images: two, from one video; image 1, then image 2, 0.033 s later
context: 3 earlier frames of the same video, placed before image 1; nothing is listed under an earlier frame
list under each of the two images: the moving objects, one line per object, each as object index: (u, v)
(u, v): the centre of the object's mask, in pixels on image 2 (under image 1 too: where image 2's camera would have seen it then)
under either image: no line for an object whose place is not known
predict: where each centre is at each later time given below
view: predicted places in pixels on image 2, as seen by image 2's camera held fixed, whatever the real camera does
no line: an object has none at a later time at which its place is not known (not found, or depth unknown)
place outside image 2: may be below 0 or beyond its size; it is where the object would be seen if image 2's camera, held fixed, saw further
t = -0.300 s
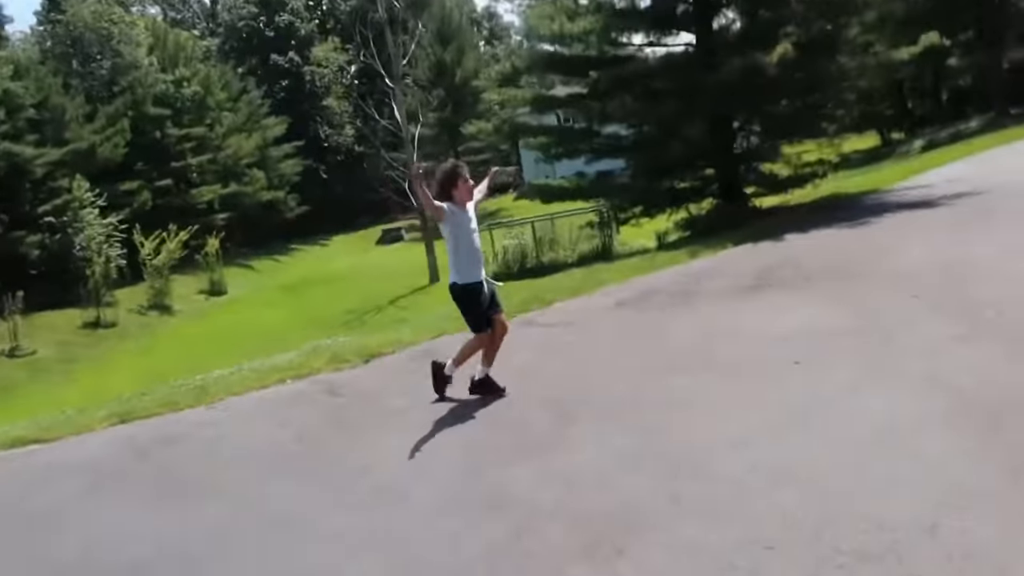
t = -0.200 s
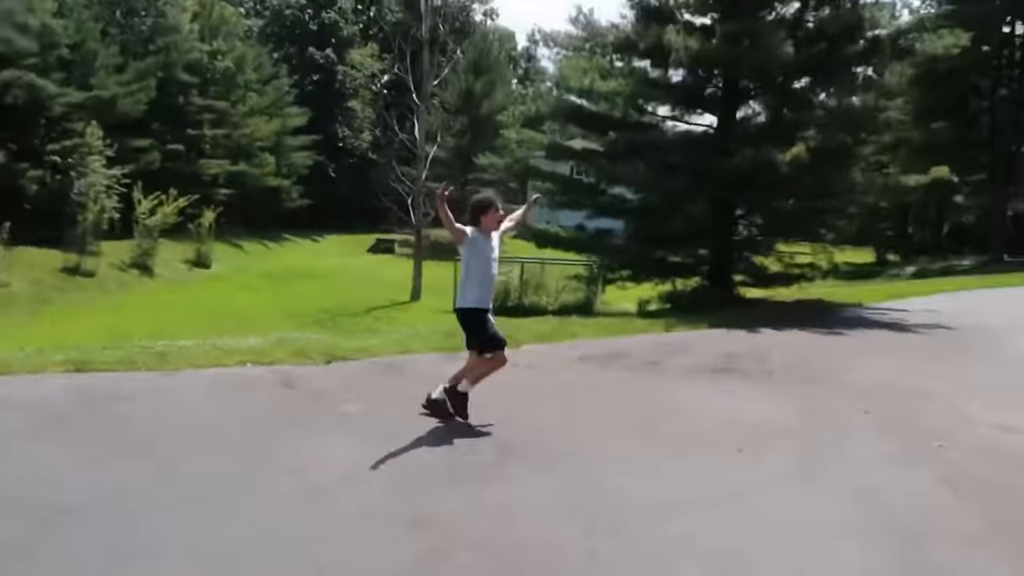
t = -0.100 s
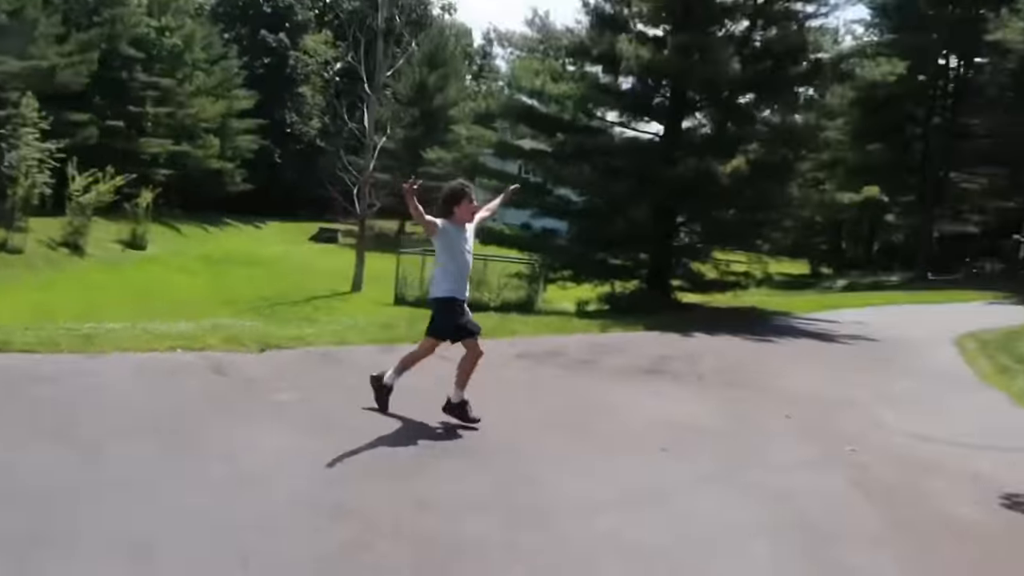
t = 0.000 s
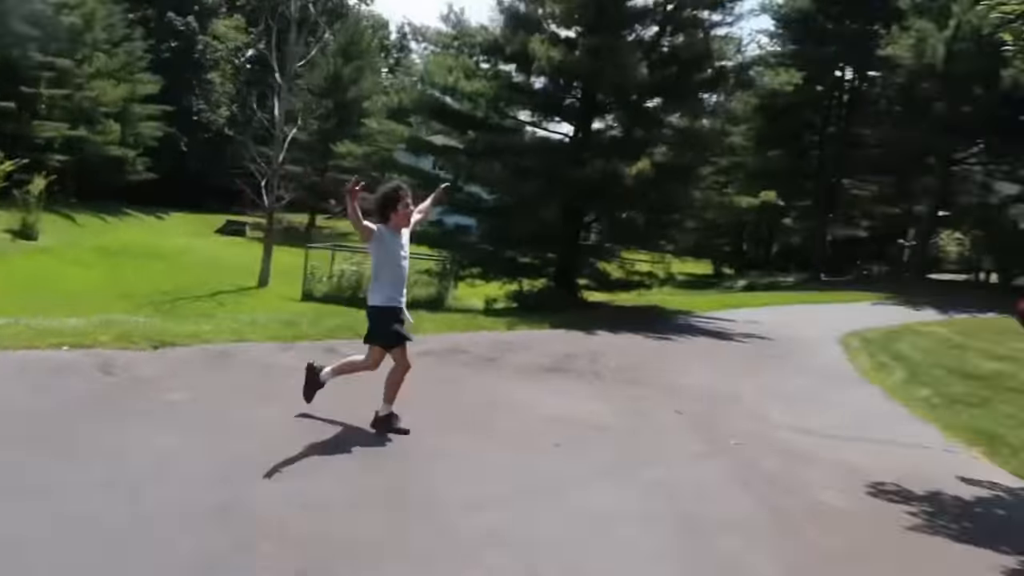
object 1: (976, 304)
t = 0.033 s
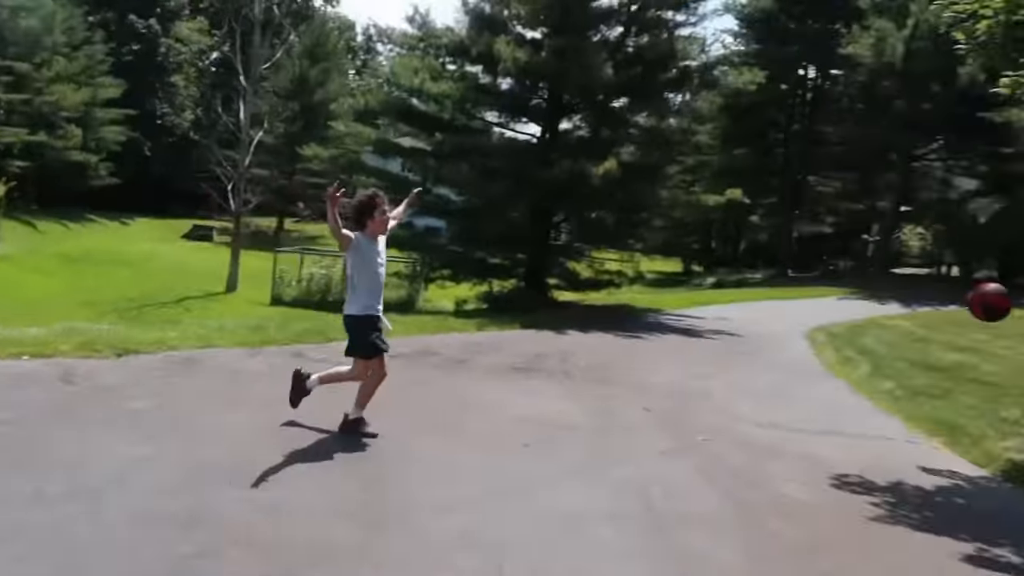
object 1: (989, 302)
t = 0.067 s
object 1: (981, 300)
